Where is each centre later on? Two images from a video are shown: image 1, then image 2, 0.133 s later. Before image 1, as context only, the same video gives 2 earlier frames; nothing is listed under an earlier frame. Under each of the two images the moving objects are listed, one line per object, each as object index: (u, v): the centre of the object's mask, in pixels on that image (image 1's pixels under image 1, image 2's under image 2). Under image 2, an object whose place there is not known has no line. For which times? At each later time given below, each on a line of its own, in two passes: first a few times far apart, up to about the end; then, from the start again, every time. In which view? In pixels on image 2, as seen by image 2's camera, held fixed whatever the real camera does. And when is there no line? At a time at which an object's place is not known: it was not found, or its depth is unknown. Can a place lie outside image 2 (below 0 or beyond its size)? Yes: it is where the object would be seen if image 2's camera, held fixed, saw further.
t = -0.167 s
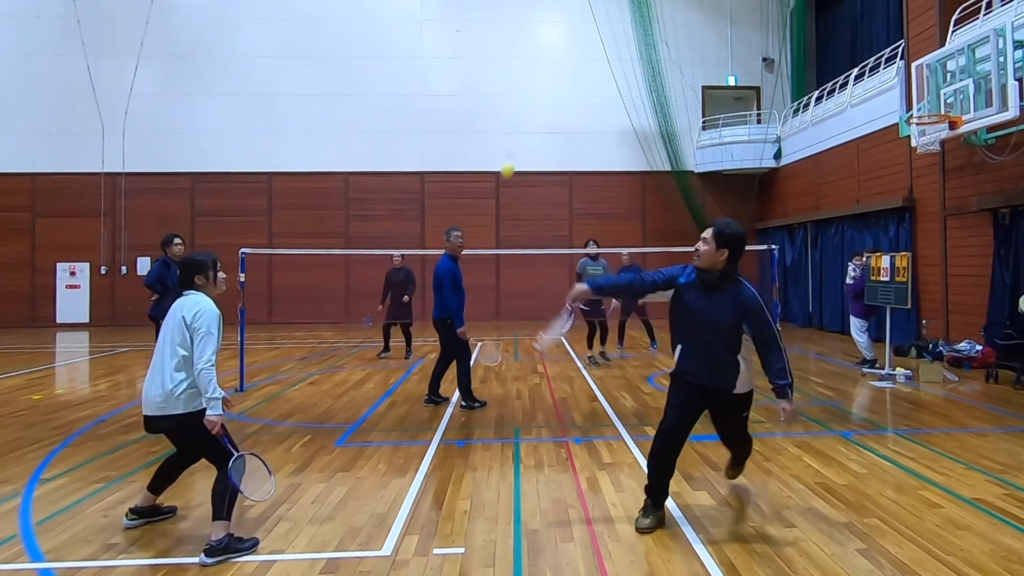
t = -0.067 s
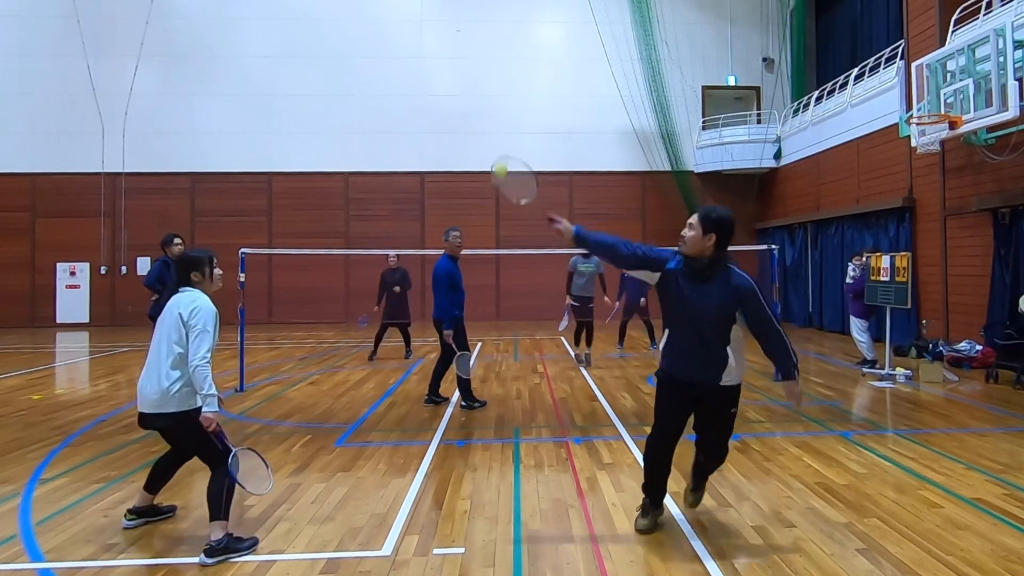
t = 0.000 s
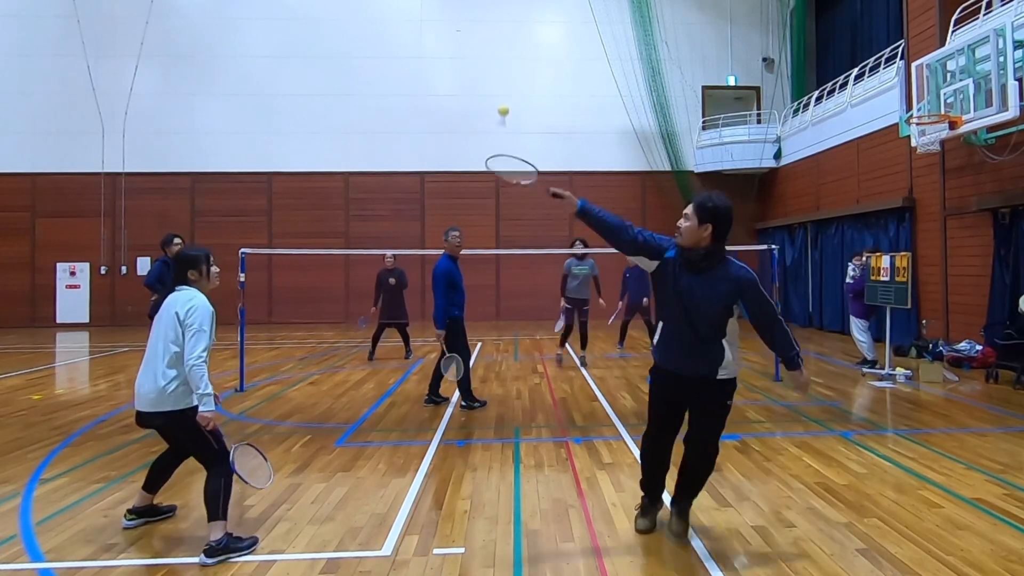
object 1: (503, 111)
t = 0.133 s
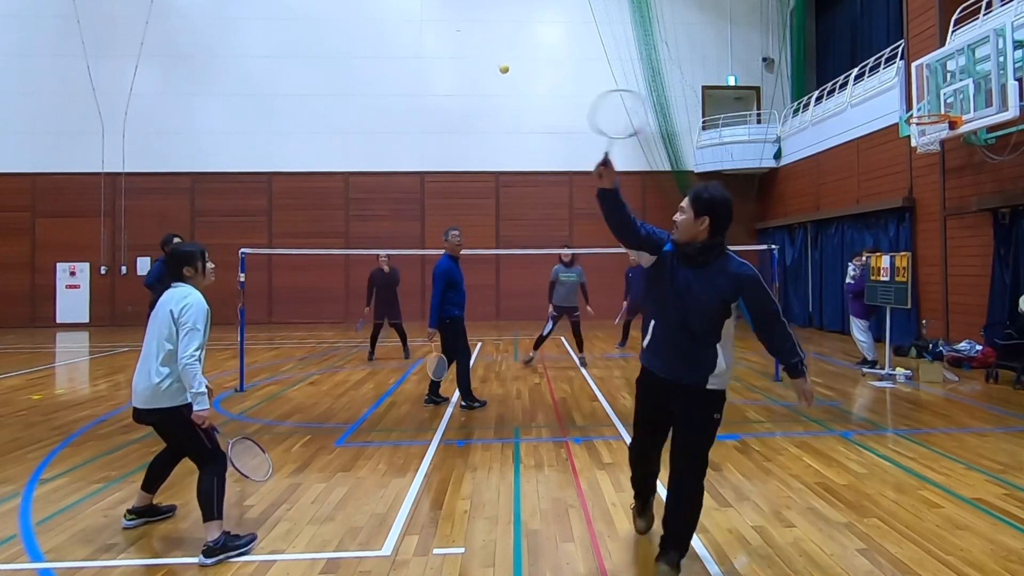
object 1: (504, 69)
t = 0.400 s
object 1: (501, 77)
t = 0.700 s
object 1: (498, 153)
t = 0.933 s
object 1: (494, 236)
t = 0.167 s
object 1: (504, 64)
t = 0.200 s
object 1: (505, 60)
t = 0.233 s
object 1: (505, 59)
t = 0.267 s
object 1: (504, 60)
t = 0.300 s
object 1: (503, 64)
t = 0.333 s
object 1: (502, 68)
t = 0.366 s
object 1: (502, 72)
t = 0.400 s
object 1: (501, 77)
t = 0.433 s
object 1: (501, 83)
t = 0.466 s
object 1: (501, 90)
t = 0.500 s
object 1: (501, 97)
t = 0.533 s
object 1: (500, 105)
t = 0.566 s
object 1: (500, 114)
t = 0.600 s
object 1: (500, 123)
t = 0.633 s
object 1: (499, 132)
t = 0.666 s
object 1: (499, 143)
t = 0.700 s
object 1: (498, 153)
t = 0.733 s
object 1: (498, 166)
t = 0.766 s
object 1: (496, 176)
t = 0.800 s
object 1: (497, 186)
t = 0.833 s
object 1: (496, 198)
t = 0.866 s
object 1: (495, 210)
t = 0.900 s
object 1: (494, 223)
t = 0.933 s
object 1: (494, 236)
